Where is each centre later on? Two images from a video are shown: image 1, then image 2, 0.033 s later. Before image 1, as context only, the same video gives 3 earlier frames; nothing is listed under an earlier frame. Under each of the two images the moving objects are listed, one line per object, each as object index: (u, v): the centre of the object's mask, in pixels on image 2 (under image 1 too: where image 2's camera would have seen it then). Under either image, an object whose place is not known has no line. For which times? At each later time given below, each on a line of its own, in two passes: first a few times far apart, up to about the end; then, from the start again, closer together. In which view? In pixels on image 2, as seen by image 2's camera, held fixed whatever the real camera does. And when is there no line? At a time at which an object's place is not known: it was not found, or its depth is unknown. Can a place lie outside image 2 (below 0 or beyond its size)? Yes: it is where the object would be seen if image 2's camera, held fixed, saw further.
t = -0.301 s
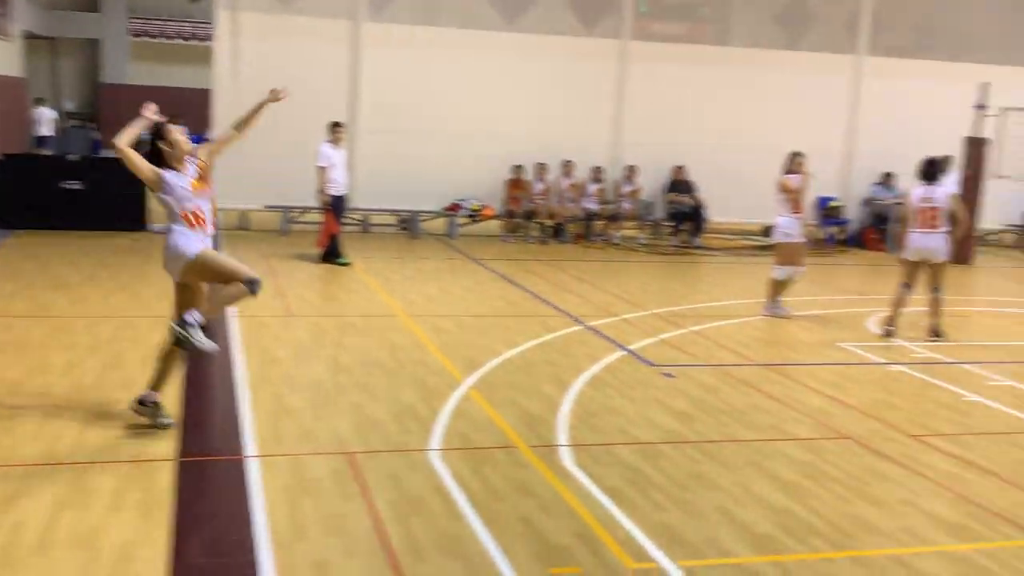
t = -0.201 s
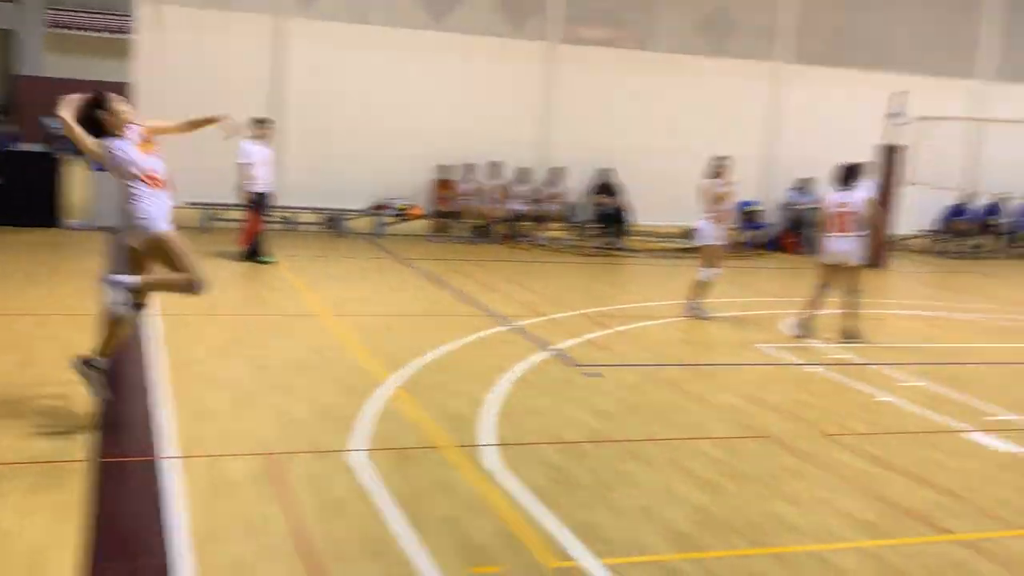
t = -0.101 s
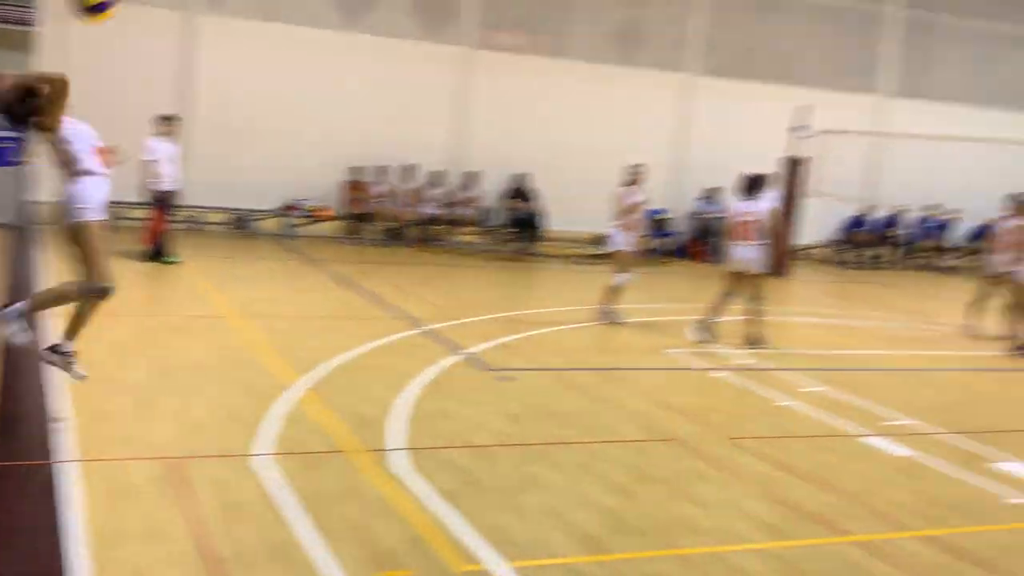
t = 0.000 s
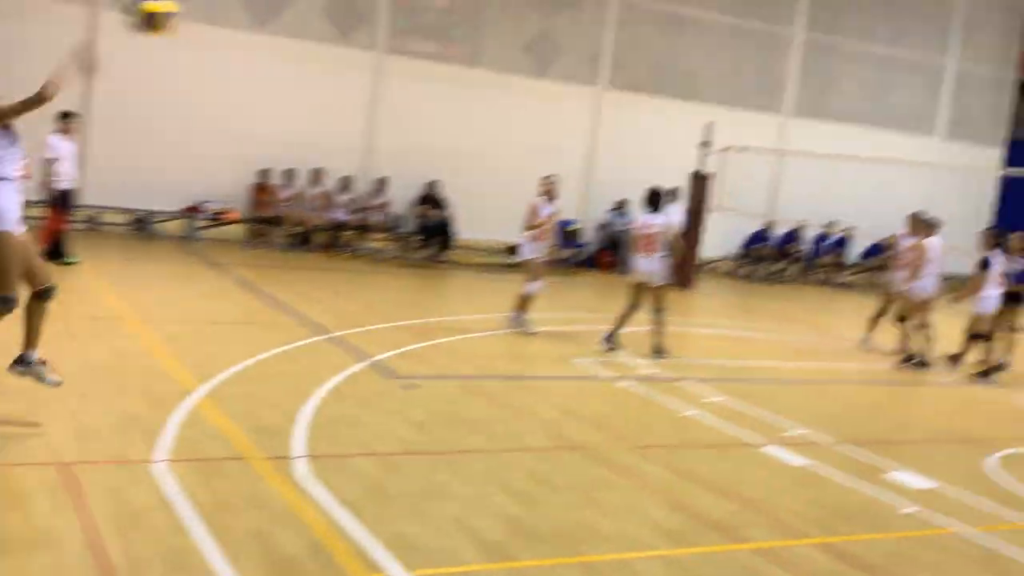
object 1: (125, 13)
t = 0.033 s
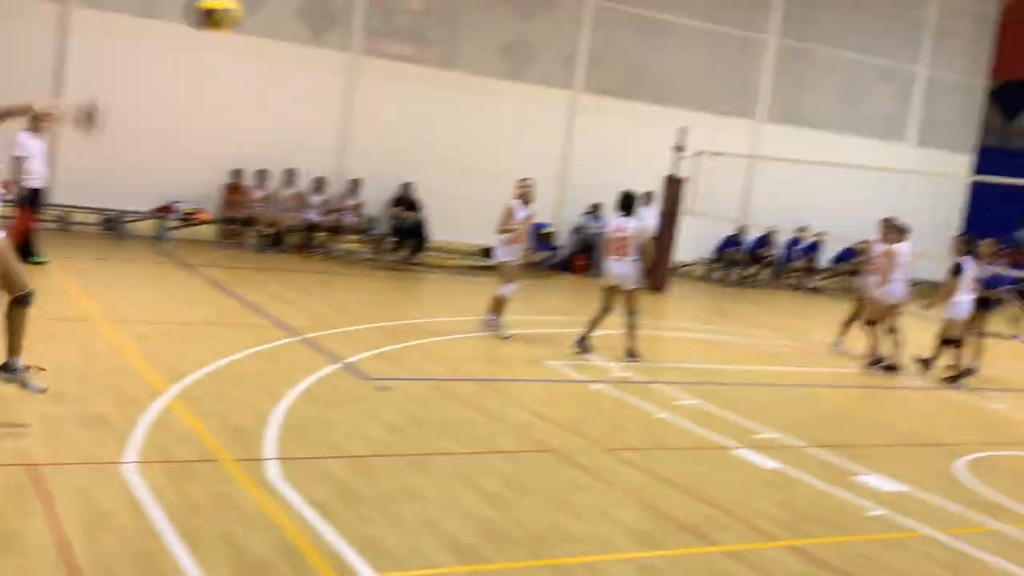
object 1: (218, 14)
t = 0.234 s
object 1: (624, 49)
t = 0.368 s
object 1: (813, 97)
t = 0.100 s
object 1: (375, 16)
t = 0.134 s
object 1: (445, 22)
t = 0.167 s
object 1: (508, 30)
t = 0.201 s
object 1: (567, 39)
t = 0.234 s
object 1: (624, 49)
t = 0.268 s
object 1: (676, 60)
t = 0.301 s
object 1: (724, 72)
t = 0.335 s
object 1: (770, 84)
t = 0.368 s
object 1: (813, 97)
